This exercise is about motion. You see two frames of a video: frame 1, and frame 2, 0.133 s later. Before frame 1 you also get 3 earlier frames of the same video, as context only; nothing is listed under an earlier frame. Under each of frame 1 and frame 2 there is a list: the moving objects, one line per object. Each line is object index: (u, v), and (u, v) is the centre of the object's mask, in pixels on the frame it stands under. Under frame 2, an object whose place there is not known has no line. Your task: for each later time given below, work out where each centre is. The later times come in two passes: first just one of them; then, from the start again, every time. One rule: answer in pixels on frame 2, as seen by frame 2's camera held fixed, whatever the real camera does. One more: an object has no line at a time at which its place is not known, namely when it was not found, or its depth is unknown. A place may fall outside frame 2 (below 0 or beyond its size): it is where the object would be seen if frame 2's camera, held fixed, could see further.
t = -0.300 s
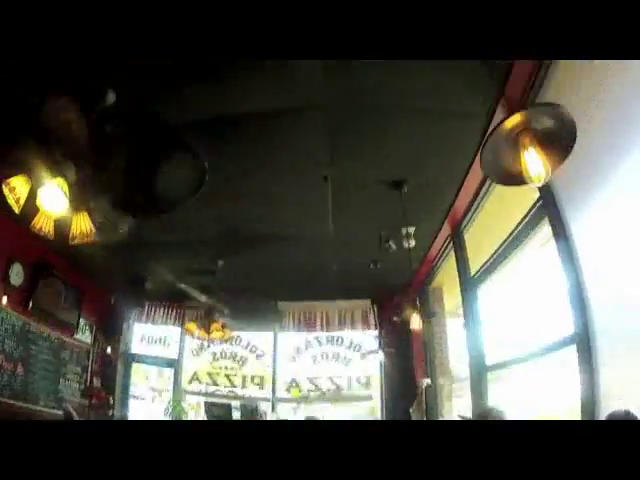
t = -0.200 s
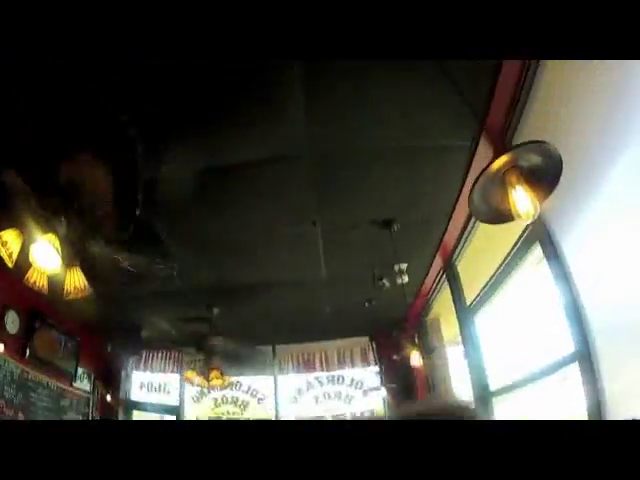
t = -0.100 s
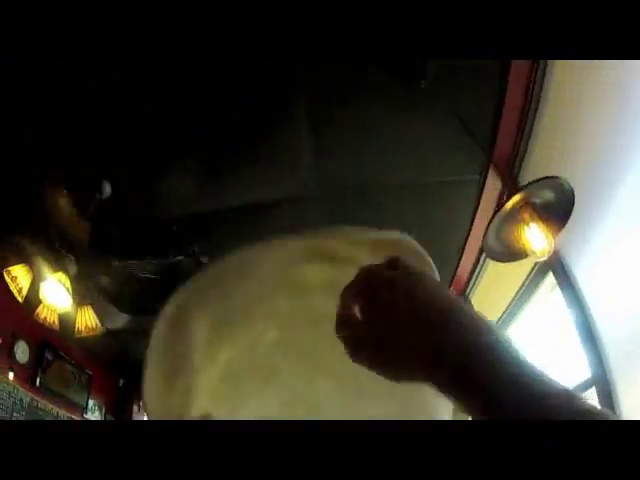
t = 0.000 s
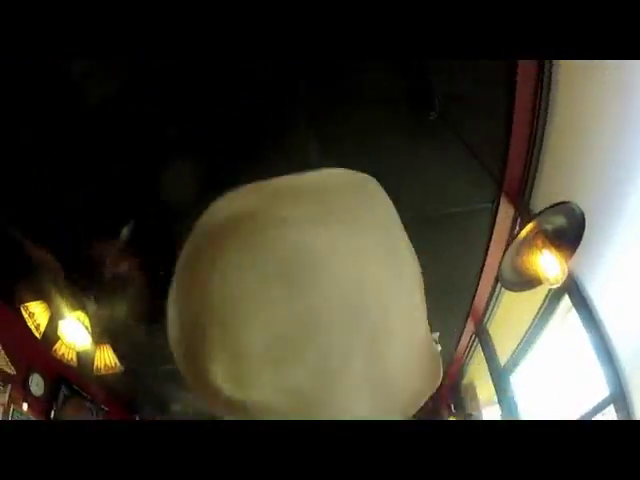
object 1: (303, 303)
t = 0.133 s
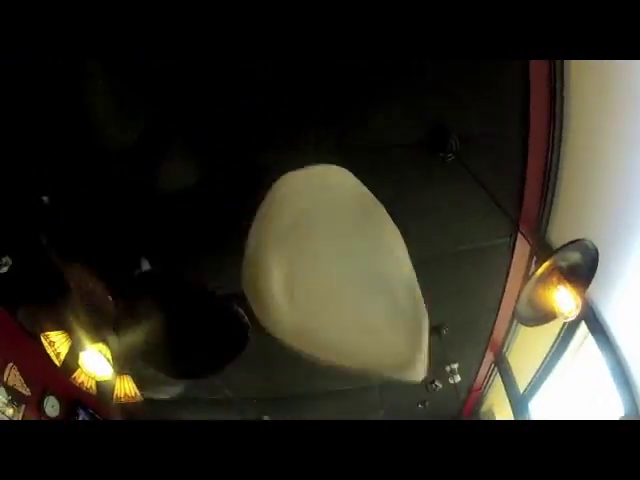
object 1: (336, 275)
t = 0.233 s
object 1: (336, 260)
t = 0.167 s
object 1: (337, 267)
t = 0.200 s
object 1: (338, 262)
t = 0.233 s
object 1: (336, 260)
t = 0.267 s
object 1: (333, 262)
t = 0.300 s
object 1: (327, 268)
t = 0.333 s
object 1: (320, 276)
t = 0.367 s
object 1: (312, 290)
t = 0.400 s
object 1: (303, 309)
